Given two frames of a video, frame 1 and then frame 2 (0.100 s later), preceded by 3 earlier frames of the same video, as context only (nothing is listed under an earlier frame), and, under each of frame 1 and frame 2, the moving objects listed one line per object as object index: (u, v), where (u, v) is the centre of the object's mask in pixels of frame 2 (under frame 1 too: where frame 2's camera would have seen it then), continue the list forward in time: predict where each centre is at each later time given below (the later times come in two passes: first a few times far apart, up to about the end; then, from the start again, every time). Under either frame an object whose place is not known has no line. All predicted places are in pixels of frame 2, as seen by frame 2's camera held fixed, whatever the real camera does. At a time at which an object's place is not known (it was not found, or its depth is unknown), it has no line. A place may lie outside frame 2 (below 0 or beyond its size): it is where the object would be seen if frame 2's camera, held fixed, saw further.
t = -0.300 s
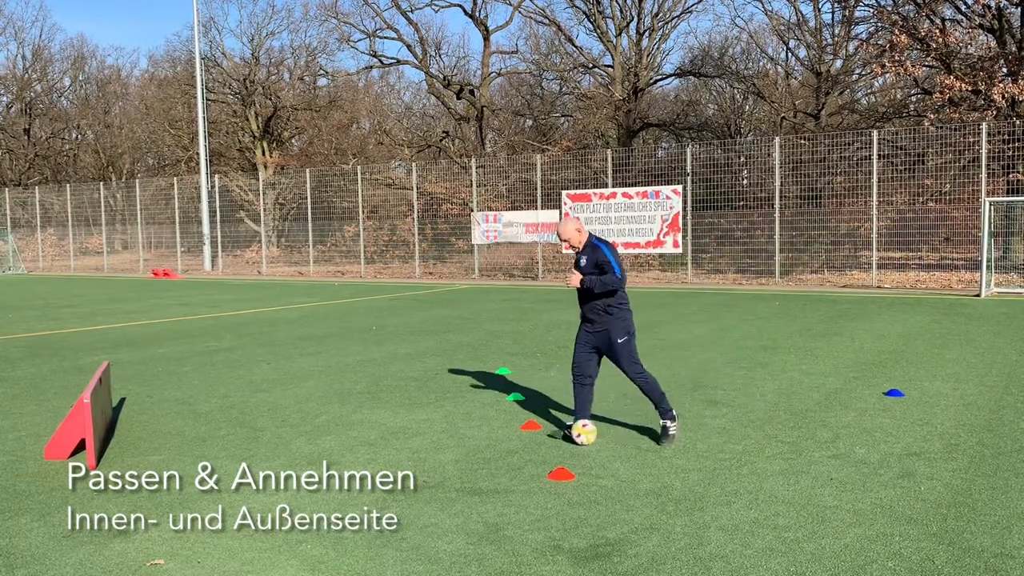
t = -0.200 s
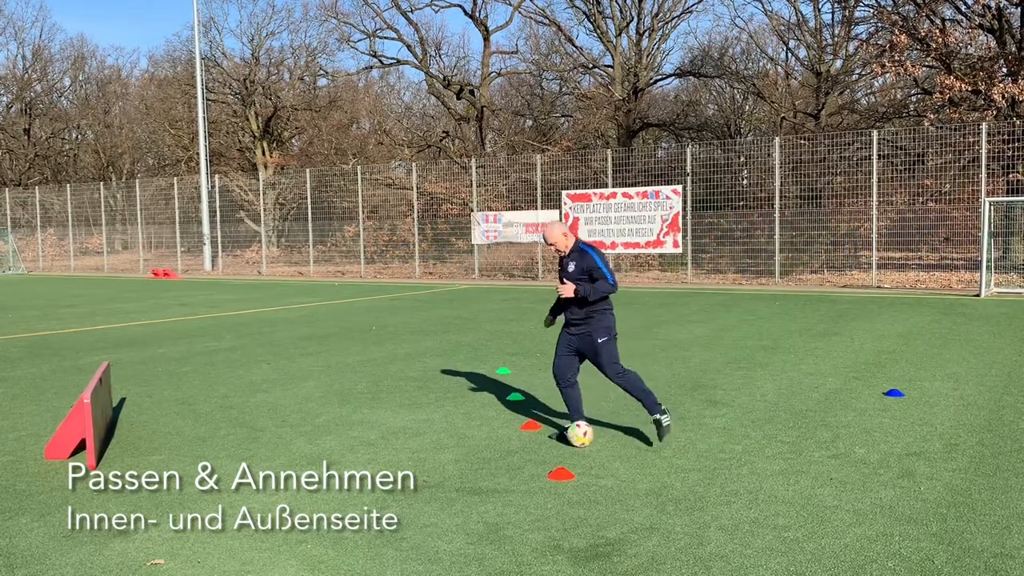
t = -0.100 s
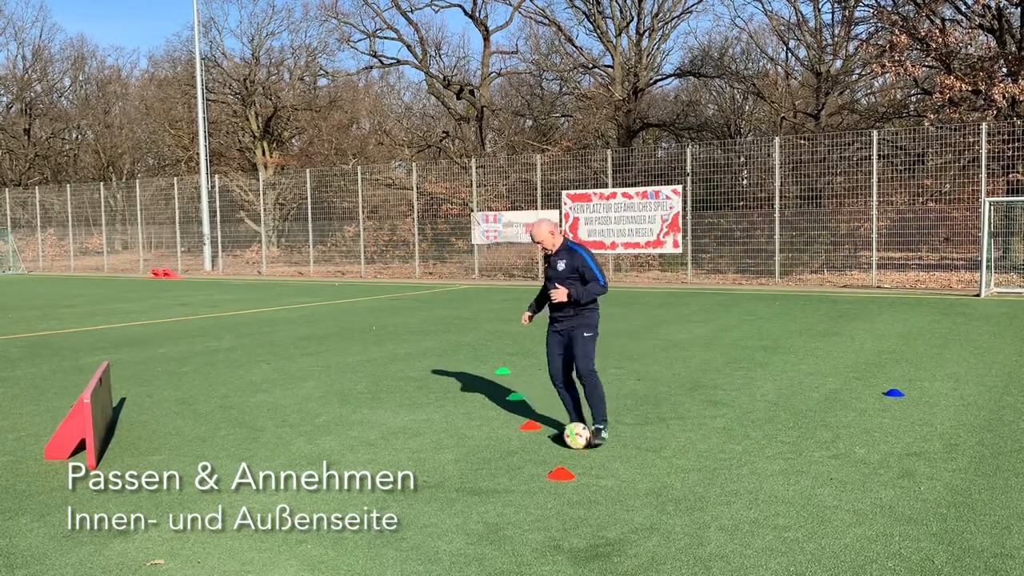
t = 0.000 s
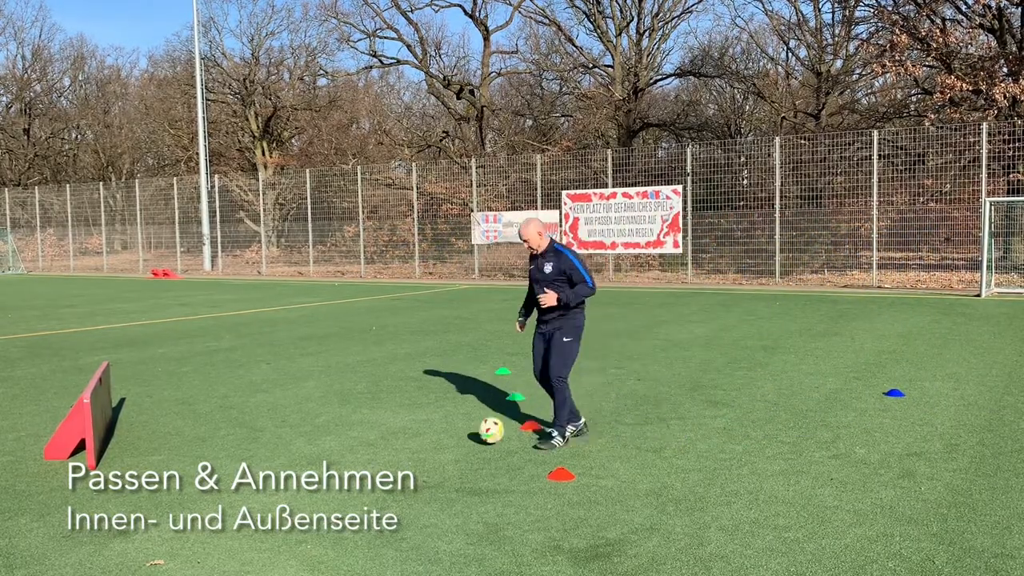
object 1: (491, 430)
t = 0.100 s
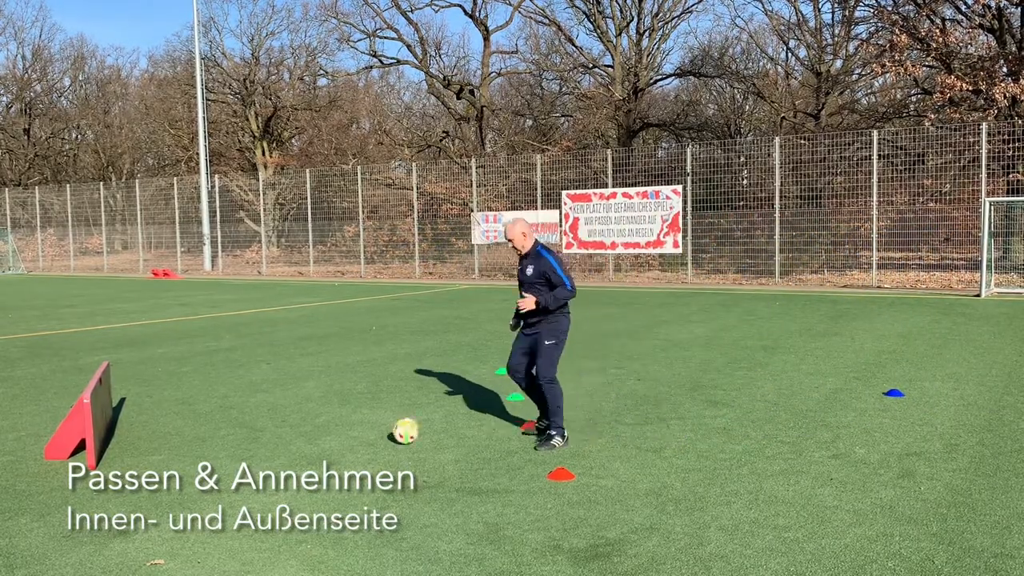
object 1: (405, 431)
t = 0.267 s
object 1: (283, 429)
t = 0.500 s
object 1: (150, 428)
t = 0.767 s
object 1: (182, 402)
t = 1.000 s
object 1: (231, 400)
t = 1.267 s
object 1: (257, 394)
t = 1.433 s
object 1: (272, 389)
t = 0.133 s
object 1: (379, 430)
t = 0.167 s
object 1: (354, 429)
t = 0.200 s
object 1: (328, 431)
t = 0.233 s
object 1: (305, 430)
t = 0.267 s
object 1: (283, 429)
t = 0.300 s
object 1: (262, 429)
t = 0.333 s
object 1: (241, 429)
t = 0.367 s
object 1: (221, 428)
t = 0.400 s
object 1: (202, 428)
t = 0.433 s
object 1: (184, 428)
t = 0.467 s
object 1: (168, 428)
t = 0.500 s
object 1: (150, 428)
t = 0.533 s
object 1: (133, 427)
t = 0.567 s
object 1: (119, 426)
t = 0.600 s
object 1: (129, 418)
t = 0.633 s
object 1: (140, 412)
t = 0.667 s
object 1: (150, 407)
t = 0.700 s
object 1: (161, 404)
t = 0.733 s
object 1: (171, 403)
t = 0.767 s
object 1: (182, 402)
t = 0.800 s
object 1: (192, 403)
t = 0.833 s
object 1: (202, 406)
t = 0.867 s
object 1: (212, 409)
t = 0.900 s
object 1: (218, 407)
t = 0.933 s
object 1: (223, 403)
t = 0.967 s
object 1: (227, 401)
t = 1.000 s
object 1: (231, 400)
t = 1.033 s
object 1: (235, 400)
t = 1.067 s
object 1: (239, 400)
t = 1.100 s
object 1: (243, 400)
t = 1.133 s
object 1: (246, 398)
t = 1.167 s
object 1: (249, 396)
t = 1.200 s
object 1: (252, 396)
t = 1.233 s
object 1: (255, 395)
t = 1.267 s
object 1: (257, 394)
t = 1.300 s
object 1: (260, 393)
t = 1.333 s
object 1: (263, 392)
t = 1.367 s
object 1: (266, 391)
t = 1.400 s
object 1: (269, 390)
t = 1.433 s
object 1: (272, 389)
